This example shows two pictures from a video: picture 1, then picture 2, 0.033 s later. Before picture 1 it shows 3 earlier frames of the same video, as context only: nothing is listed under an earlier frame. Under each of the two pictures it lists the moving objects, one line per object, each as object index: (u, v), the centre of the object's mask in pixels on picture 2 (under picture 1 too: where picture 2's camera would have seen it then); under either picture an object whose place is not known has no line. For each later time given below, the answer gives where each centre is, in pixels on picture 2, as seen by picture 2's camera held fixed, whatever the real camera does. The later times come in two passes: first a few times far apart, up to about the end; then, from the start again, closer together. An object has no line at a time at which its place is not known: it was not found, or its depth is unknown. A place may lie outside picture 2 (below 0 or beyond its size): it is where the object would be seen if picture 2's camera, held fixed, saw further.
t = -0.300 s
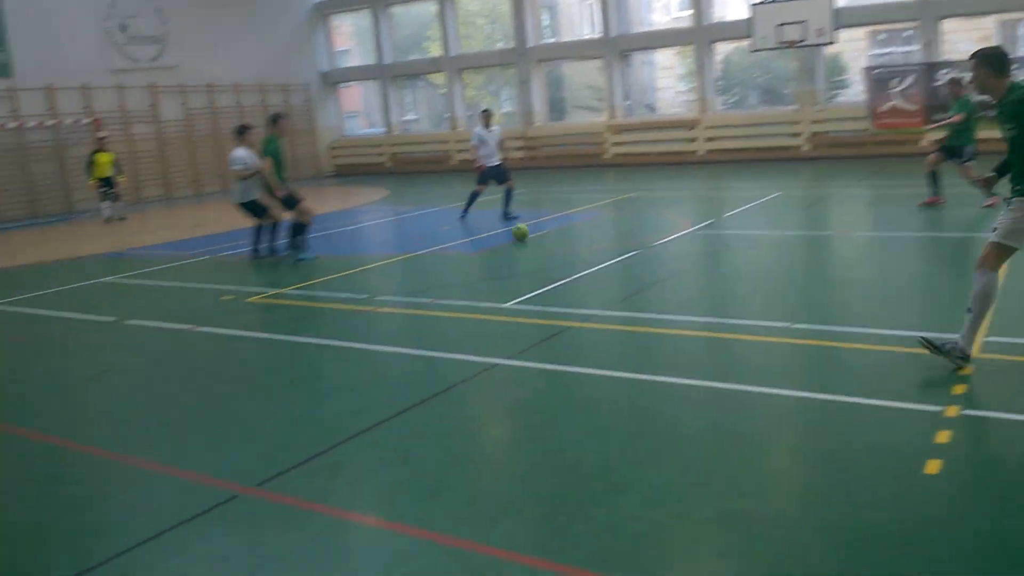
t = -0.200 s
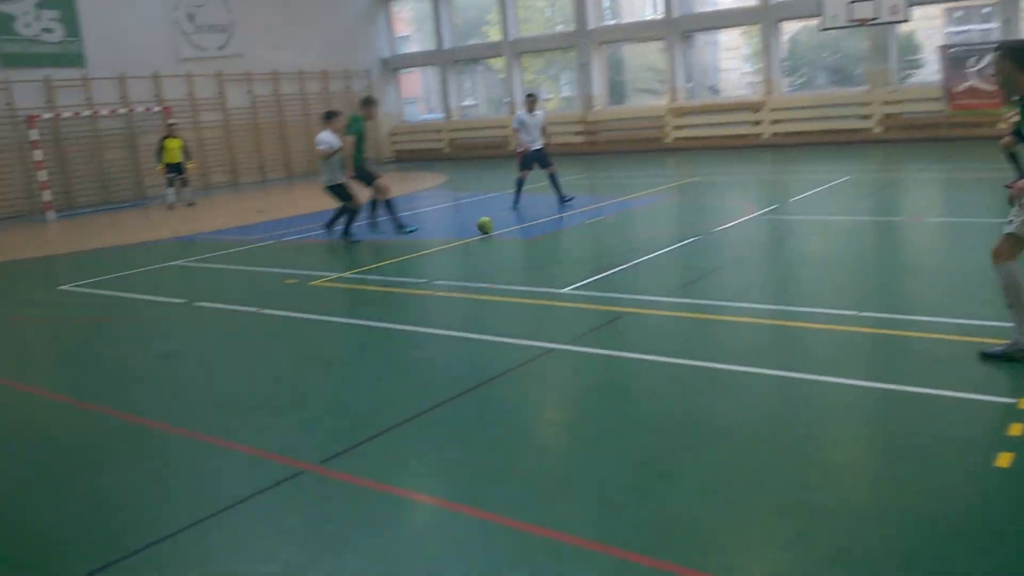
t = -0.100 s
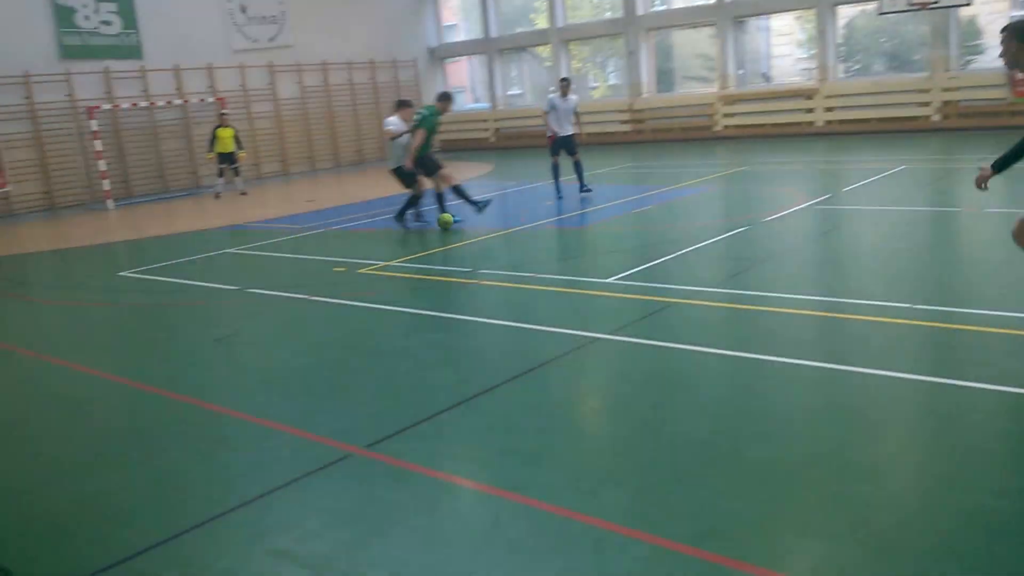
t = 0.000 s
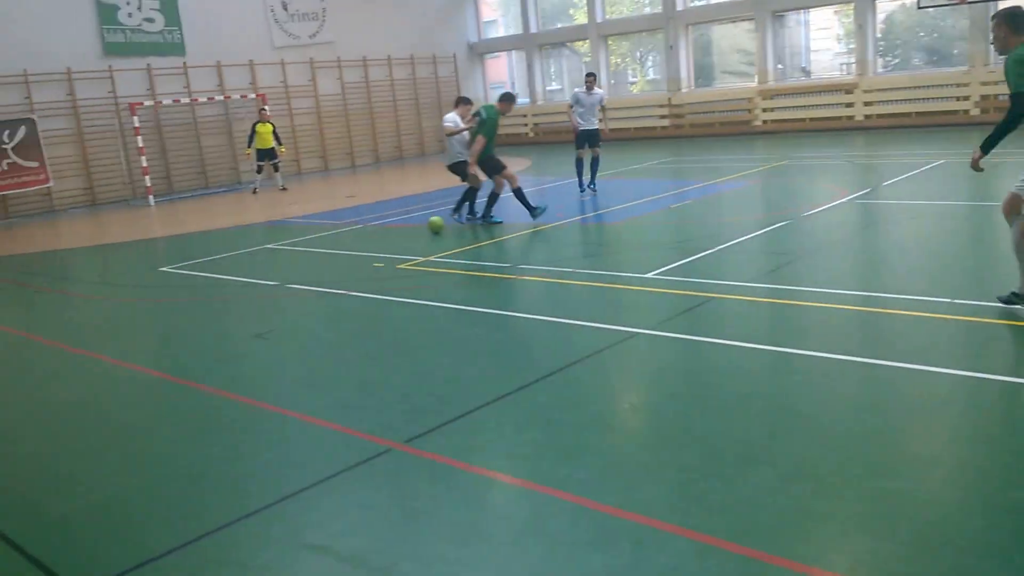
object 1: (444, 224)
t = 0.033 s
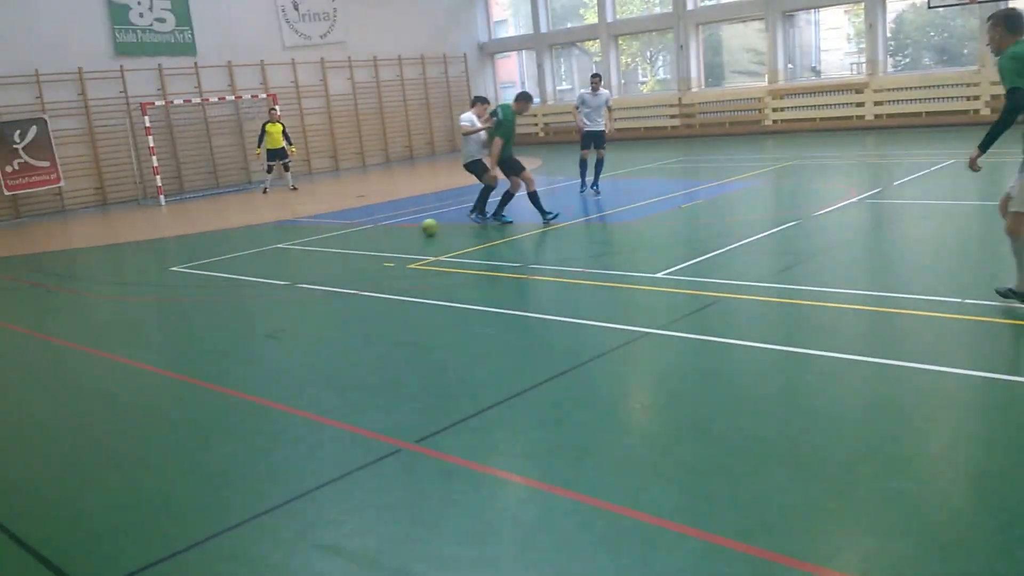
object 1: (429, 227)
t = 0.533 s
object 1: (200, 263)
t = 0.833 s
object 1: (66, 284)
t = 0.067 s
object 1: (415, 230)
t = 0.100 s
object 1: (401, 232)
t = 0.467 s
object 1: (230, 259)
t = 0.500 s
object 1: (215, 260)
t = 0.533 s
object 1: (200, 263)
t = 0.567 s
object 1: (185, 266)
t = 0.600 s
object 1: (170, 268)
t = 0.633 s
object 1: (156, 270)
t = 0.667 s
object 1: (140, 273)
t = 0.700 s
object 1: (125, 275)
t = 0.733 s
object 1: (110, 277)
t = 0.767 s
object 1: (96, 278)
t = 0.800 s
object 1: (80, 281)
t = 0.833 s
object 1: (66, 284)
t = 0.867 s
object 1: (50, 285)
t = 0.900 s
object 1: (34, 287)
